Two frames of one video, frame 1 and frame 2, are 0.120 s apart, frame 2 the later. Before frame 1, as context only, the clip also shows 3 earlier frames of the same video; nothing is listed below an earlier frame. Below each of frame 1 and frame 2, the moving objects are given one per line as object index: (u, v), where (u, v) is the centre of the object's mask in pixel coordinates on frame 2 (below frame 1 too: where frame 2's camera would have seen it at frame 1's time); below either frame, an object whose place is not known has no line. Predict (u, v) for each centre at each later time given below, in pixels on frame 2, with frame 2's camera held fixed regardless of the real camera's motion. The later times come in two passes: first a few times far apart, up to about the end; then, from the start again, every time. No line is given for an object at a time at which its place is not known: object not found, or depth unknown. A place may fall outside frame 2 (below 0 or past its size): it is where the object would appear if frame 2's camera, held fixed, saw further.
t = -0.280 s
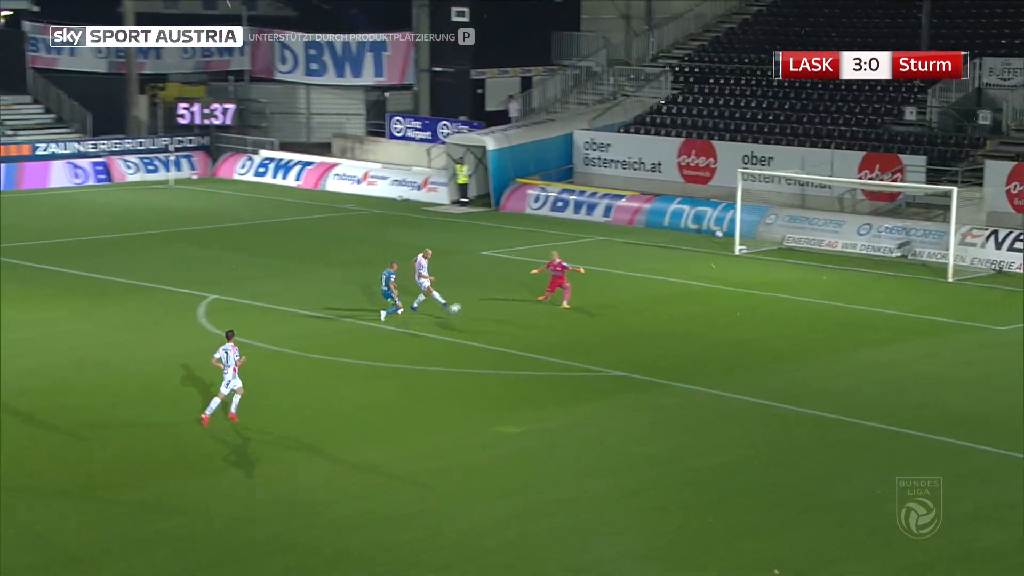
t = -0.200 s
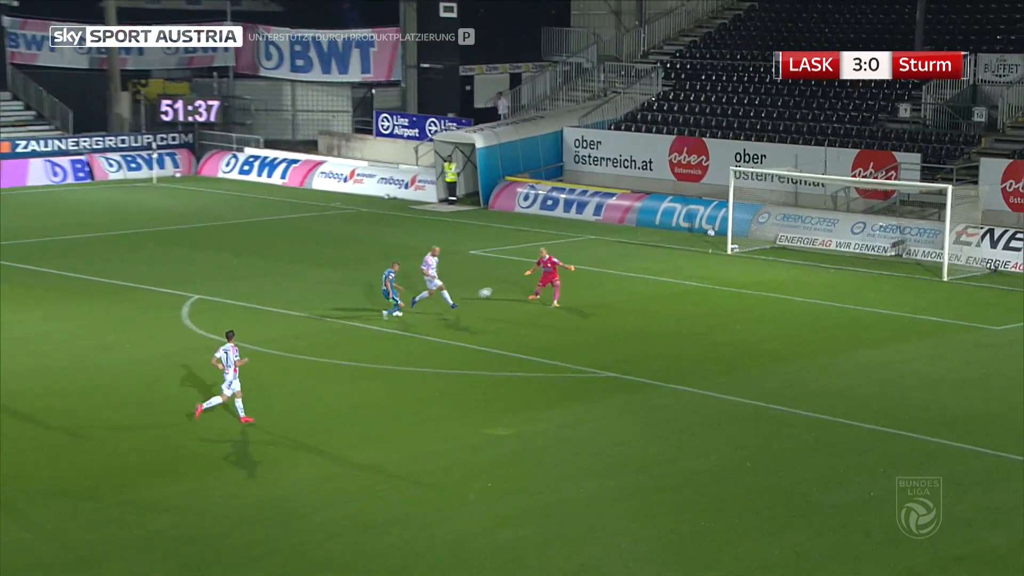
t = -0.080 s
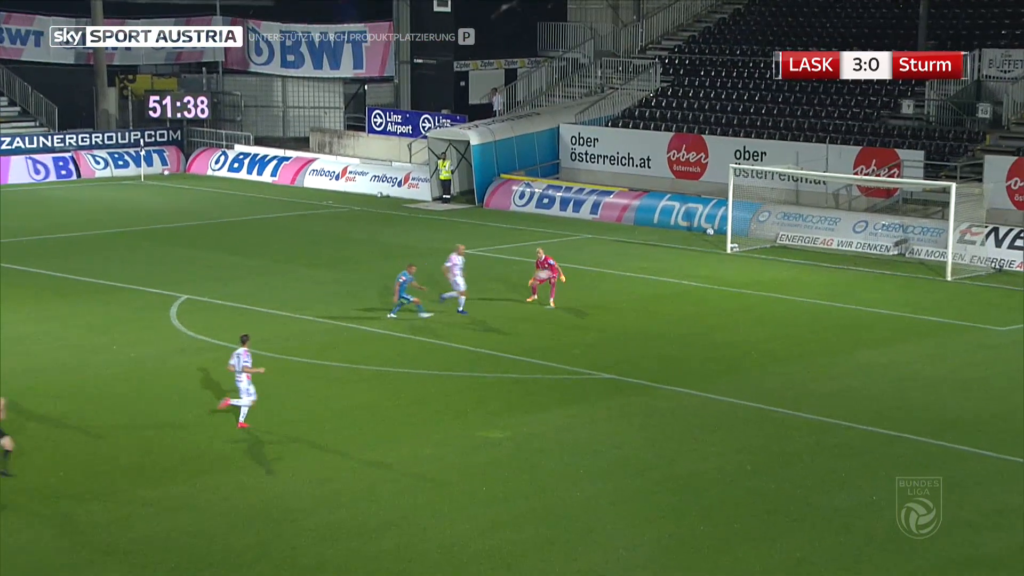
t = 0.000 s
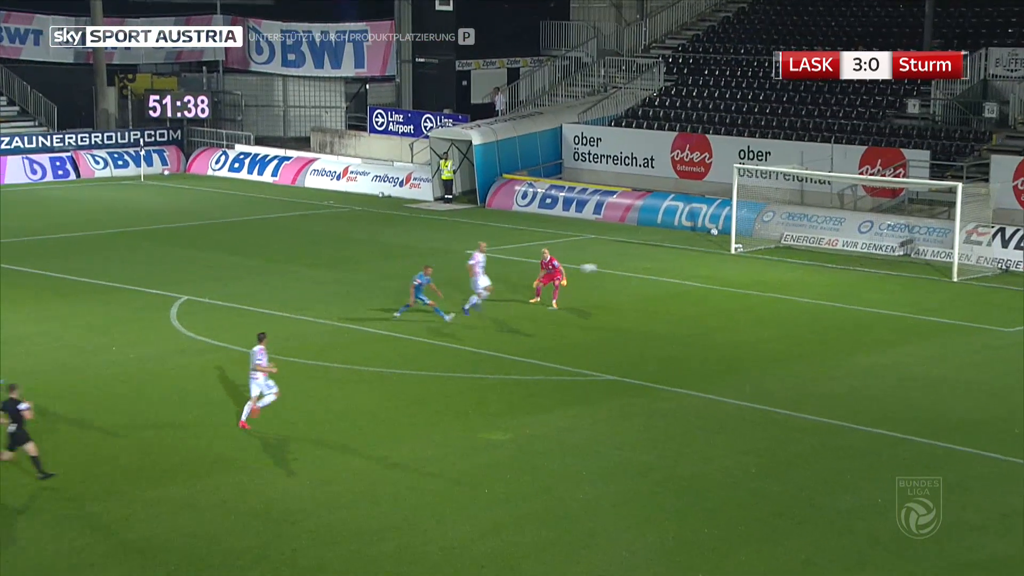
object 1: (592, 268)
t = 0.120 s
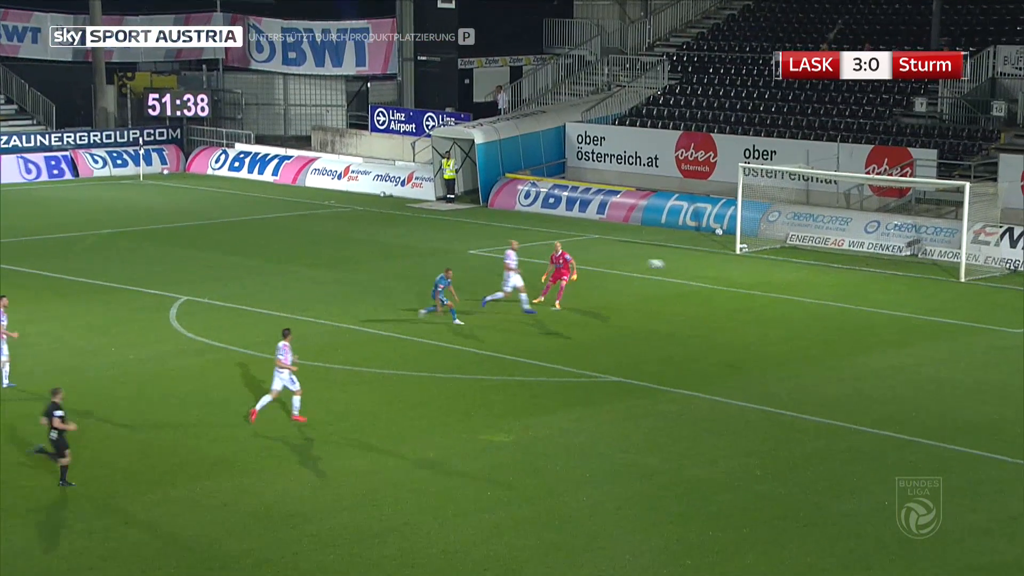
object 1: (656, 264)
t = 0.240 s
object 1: (719, 267)
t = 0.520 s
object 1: (866, 306)
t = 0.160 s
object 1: (677, 264)
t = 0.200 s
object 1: (698, 265)
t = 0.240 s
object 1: (719, 267)
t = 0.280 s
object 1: (741, 270)
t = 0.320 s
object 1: (761, 274)
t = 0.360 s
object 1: (782, 279)
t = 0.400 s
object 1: (803, 284)
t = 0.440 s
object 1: (824, 290)
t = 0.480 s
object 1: (845, 298)
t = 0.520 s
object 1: (866, 306)
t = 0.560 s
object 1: (886, 315)
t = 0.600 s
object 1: (906, 324)
